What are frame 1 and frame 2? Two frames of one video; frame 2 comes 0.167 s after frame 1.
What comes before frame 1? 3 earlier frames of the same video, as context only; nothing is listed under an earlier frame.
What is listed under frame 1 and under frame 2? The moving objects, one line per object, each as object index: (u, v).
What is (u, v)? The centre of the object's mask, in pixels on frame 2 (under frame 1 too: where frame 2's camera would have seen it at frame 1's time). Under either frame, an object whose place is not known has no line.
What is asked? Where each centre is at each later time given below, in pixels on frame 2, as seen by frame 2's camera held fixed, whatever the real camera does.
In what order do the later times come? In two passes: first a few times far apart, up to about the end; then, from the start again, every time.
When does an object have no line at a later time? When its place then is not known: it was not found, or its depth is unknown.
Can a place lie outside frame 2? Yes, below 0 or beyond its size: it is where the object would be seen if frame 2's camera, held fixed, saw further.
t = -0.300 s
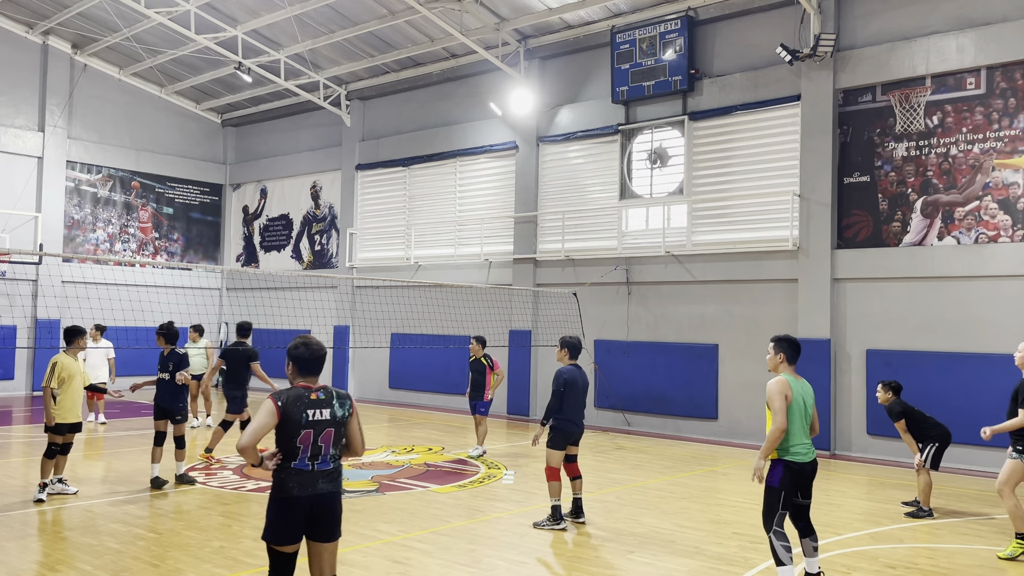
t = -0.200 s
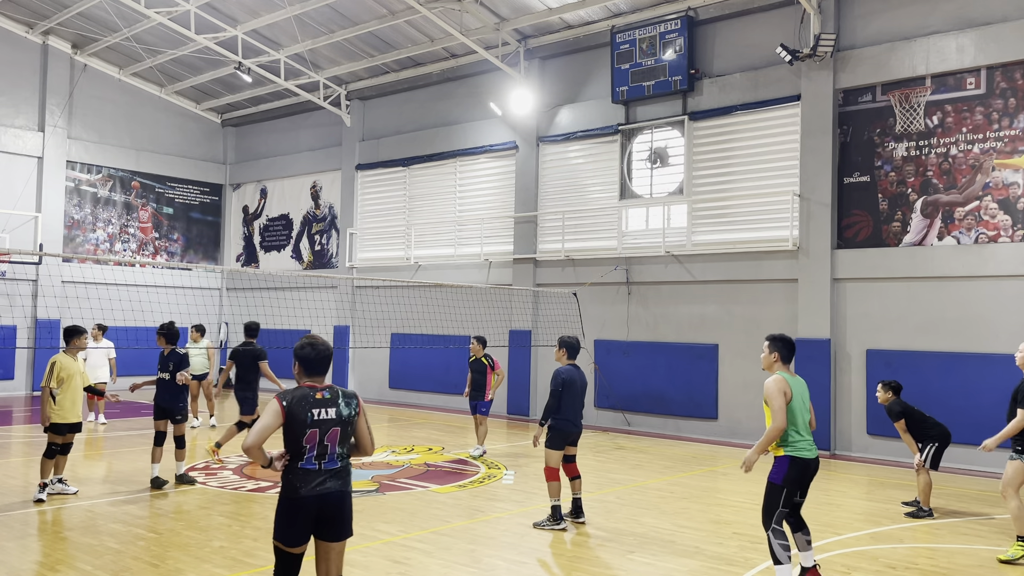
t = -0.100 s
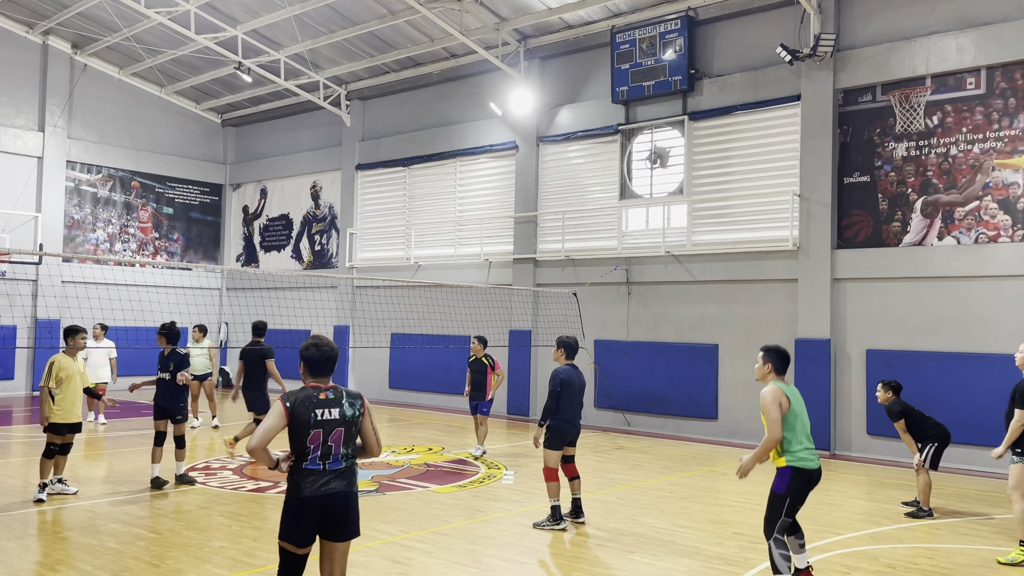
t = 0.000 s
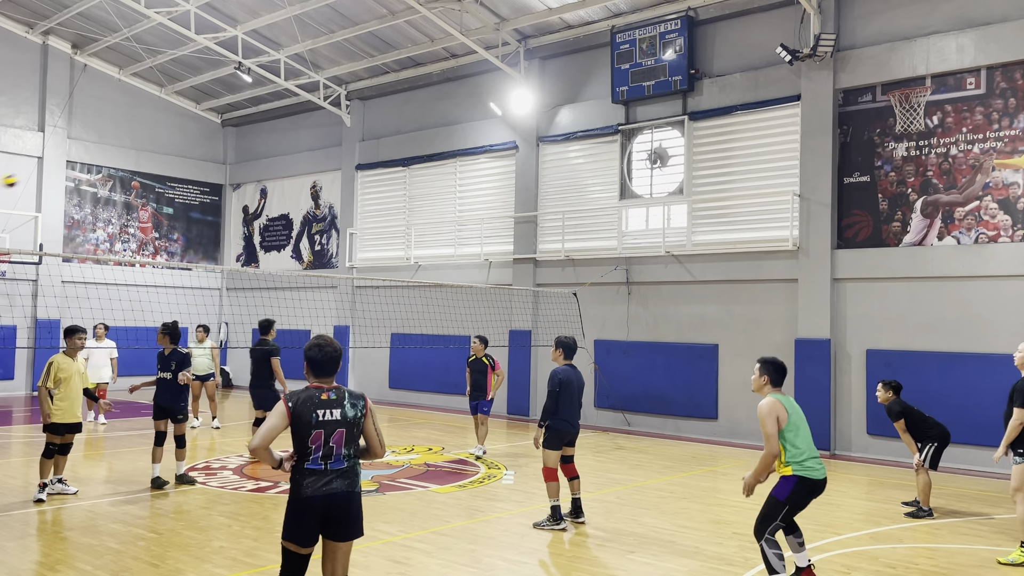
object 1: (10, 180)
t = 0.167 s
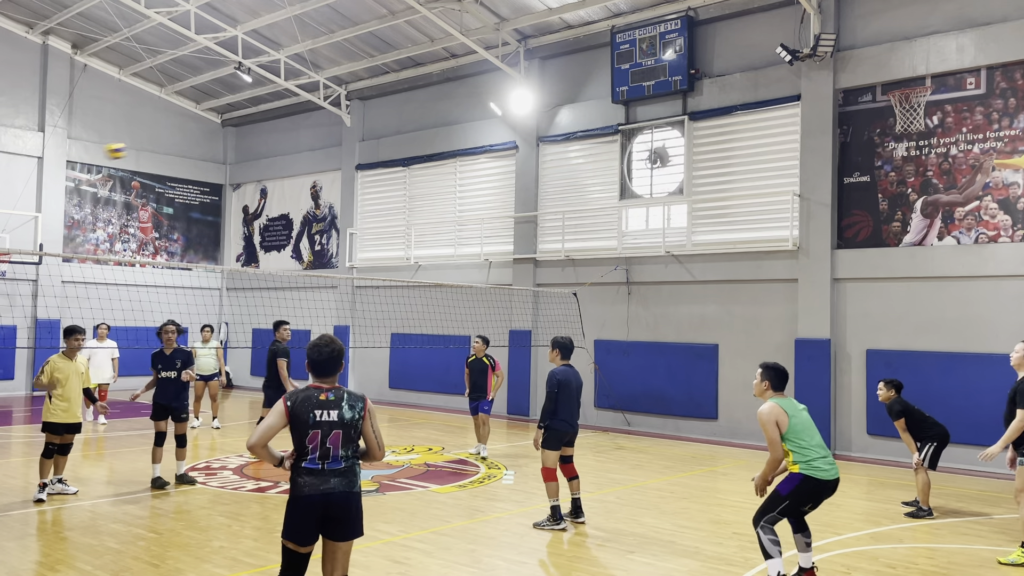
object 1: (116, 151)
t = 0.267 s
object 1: (187, 143)
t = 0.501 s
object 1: (389, 162)
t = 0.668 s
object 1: (568, 220)
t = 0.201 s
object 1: (139, 147)
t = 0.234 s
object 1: (163, 144)
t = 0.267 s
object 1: (187, 143)
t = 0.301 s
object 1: (213, 143)
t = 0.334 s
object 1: (239, 144)
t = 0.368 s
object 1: (266, 145)
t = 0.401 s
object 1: (295, 147)
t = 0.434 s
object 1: (325, 151)
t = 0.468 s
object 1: (356, 155)
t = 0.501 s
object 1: (389, 162)
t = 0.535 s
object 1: (419, 169)
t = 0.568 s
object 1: (455, 181)
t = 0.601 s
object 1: (492, 192)
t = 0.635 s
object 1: (527, 205)
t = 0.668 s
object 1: (568, 220)
